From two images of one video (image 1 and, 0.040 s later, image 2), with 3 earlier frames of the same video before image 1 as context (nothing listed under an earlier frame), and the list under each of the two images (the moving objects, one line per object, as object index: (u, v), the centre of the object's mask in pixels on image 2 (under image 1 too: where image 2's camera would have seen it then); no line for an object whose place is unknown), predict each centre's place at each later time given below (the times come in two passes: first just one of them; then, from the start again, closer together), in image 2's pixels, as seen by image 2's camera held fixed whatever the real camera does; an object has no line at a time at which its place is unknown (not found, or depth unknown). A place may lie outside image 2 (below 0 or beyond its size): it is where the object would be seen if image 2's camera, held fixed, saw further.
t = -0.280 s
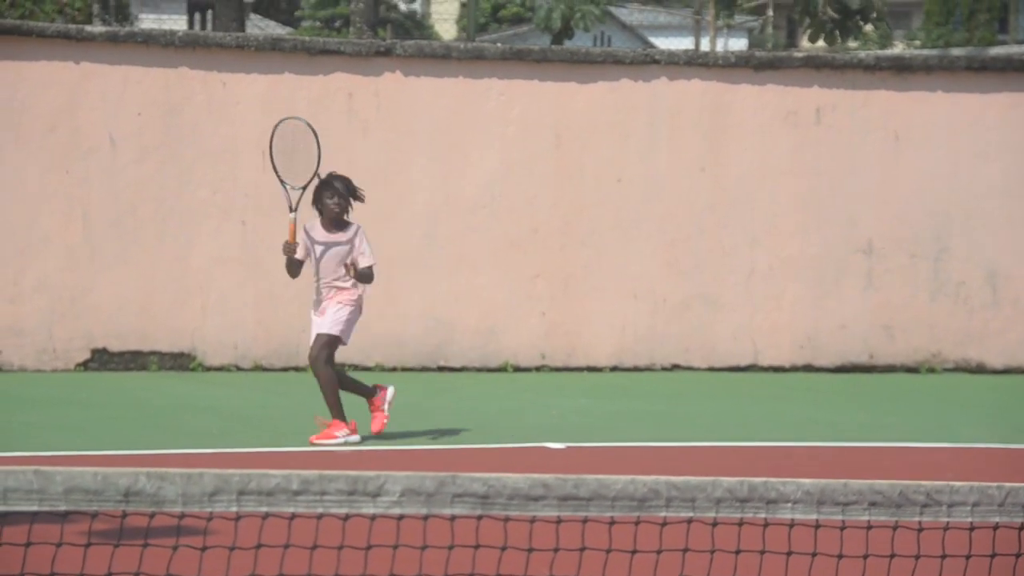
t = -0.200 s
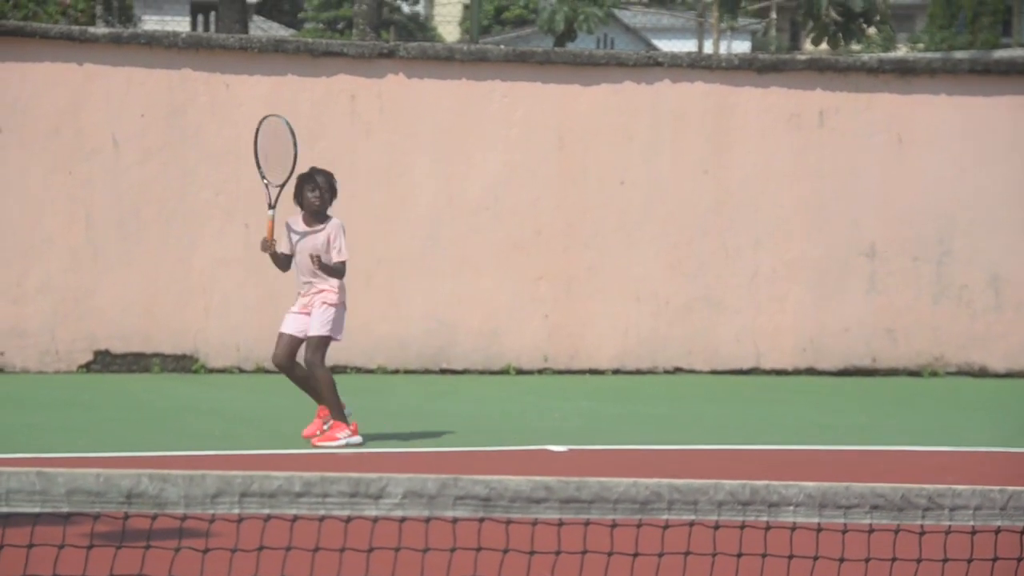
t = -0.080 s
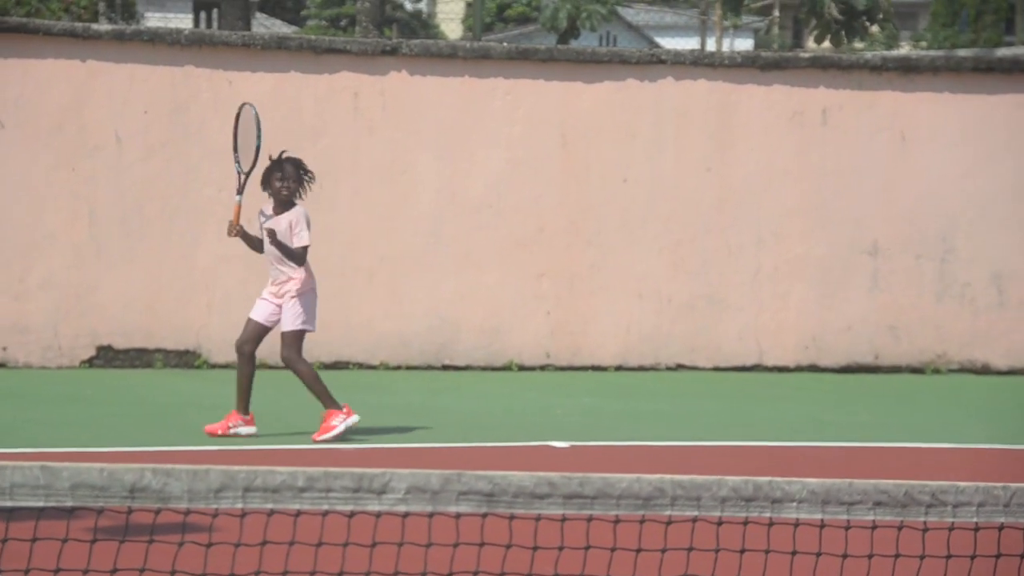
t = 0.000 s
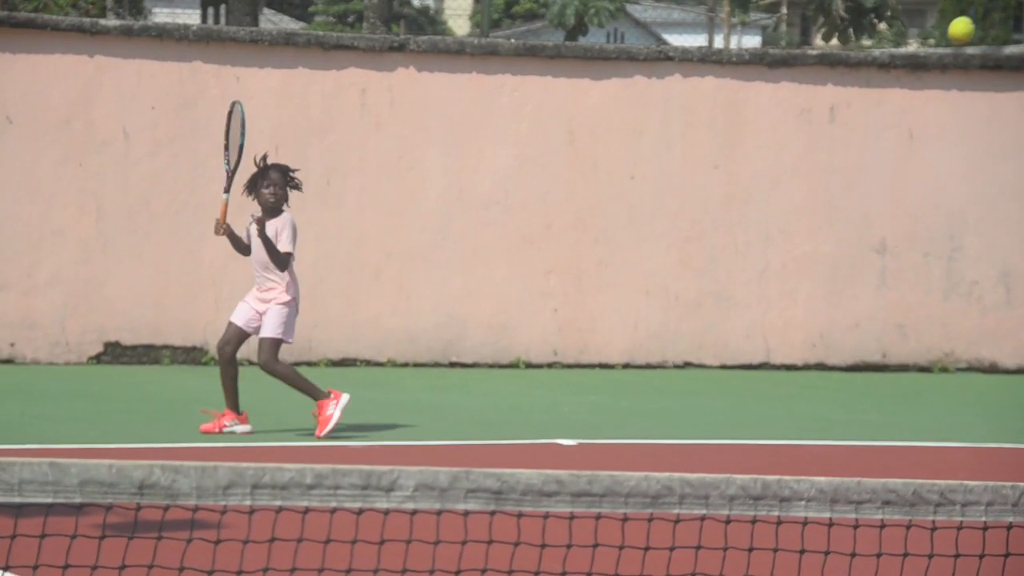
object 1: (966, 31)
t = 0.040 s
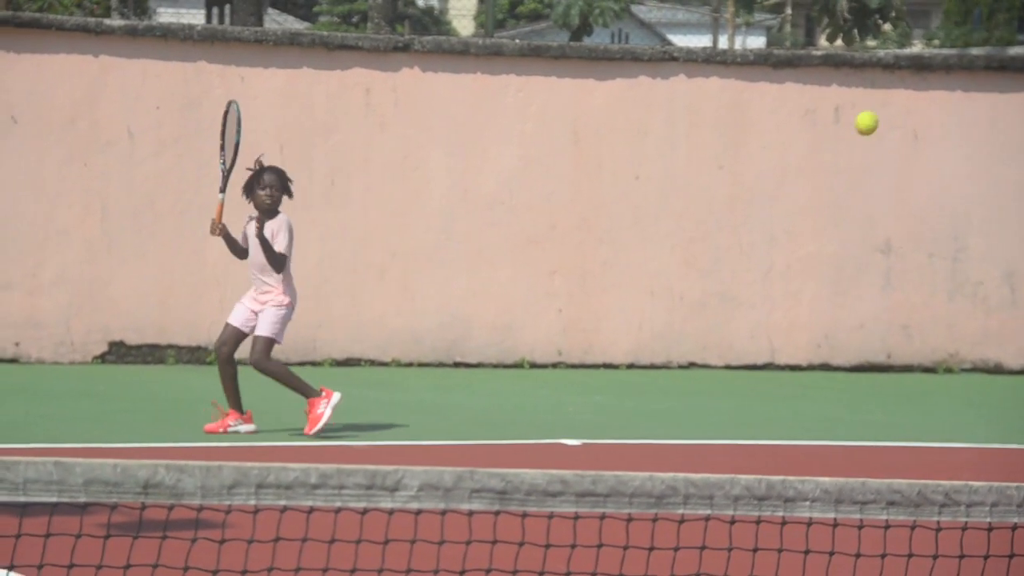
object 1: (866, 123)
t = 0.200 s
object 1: (551, 467)
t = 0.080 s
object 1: (776, 213)
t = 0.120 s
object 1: (695, 300)
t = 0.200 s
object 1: (551, 467)
